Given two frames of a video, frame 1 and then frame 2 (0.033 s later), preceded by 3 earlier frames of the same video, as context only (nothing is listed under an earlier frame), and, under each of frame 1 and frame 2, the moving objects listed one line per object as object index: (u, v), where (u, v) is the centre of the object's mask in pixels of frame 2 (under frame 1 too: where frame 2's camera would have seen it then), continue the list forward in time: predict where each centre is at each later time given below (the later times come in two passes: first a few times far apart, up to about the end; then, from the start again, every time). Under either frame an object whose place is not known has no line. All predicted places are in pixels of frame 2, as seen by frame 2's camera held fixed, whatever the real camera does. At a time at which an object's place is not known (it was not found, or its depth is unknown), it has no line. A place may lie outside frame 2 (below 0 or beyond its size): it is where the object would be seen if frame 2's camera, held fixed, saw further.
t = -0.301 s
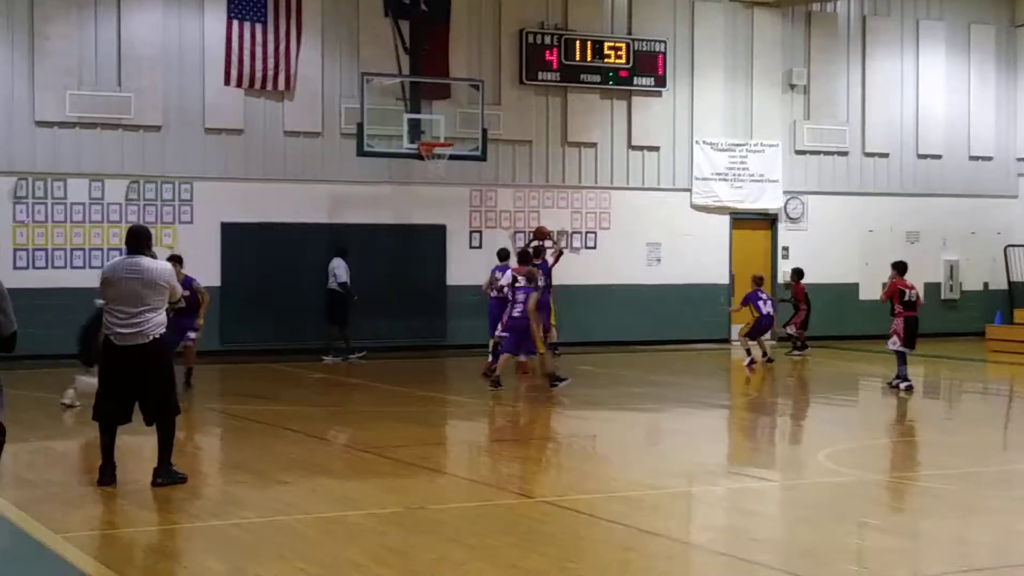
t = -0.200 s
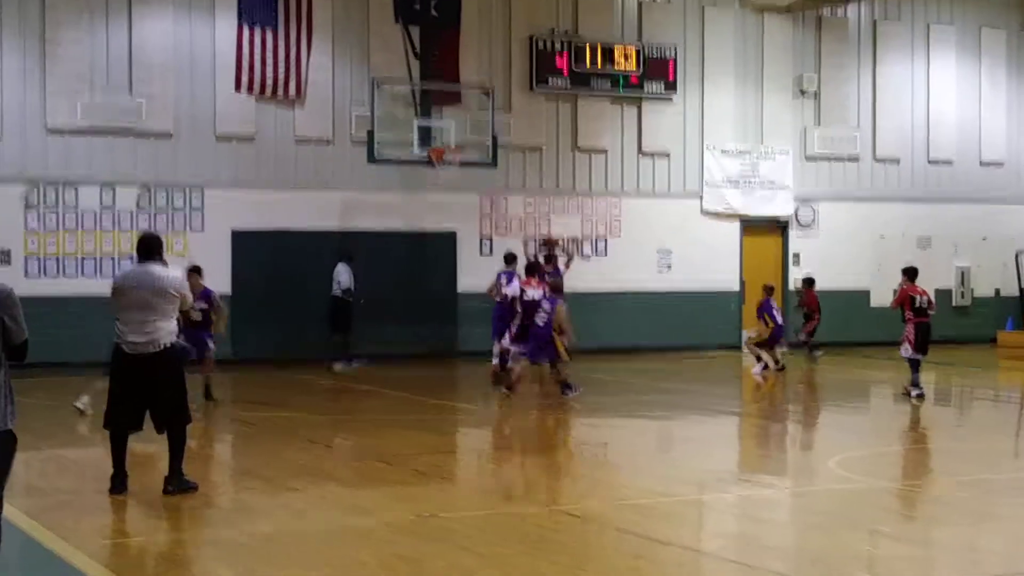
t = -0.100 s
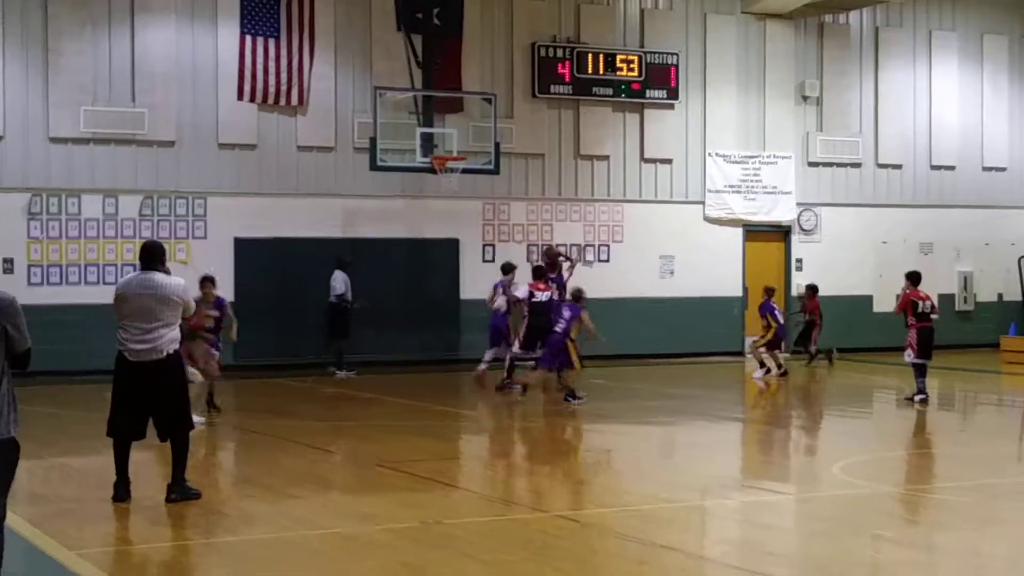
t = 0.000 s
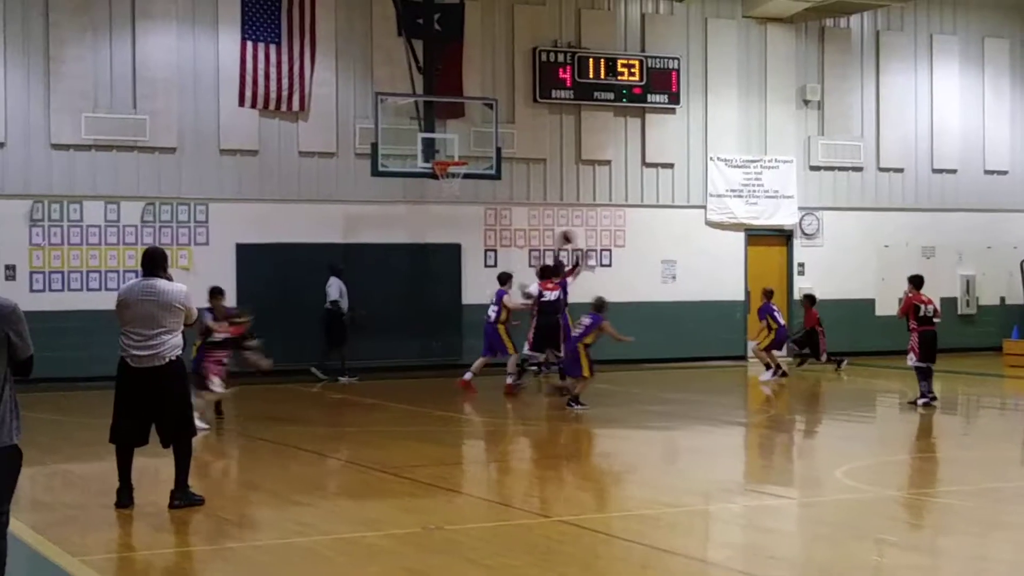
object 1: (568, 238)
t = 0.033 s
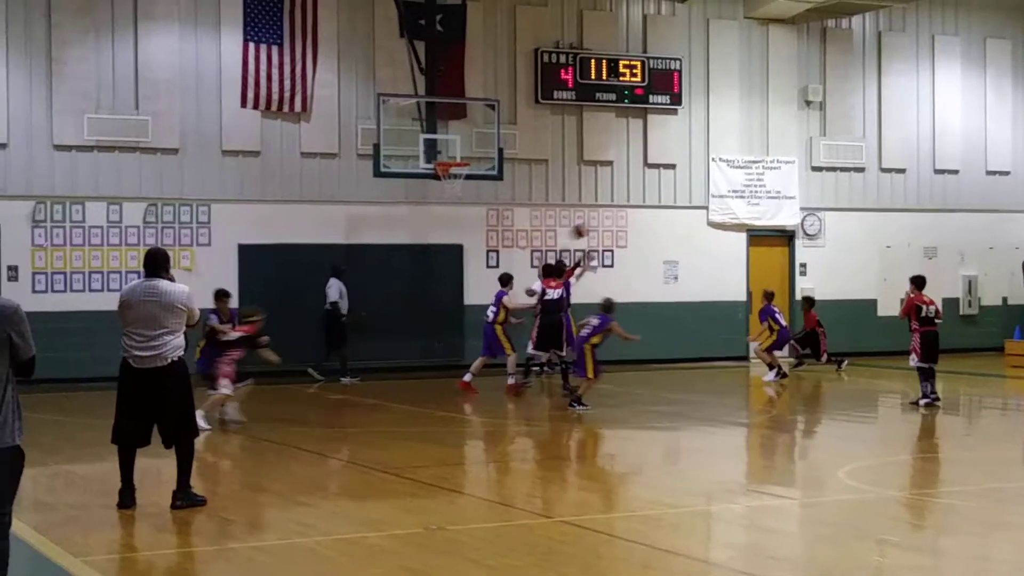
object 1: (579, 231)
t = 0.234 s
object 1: (650, 206)
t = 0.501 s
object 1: (755, 215)
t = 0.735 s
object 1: (863, 269)
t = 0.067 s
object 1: (589, 226)
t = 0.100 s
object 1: (603, 219)
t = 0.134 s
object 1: (614, 216)
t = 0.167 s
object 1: (625, 212)
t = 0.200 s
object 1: (638, 208)
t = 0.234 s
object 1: (650, 206)
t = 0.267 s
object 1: (662, 205)
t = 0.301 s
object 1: (674, 203)
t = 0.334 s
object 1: (688, 203)
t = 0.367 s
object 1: (700, 204)
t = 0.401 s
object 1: (713, 205)
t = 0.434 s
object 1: (728, 208)
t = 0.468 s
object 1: (742, 211)
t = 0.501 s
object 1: (755, 215)
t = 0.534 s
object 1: (770, 220)
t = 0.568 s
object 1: (786, 227)
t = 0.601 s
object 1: (800, 232)
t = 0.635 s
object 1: (816, 240)
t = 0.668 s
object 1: (832, 248)
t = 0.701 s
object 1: (847, 258)
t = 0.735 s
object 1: (863, 269)
